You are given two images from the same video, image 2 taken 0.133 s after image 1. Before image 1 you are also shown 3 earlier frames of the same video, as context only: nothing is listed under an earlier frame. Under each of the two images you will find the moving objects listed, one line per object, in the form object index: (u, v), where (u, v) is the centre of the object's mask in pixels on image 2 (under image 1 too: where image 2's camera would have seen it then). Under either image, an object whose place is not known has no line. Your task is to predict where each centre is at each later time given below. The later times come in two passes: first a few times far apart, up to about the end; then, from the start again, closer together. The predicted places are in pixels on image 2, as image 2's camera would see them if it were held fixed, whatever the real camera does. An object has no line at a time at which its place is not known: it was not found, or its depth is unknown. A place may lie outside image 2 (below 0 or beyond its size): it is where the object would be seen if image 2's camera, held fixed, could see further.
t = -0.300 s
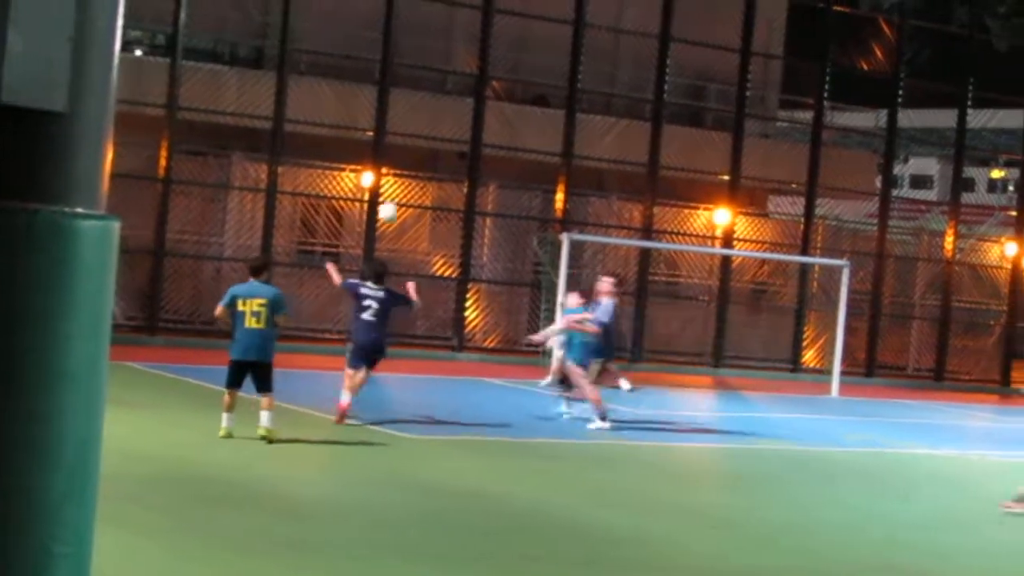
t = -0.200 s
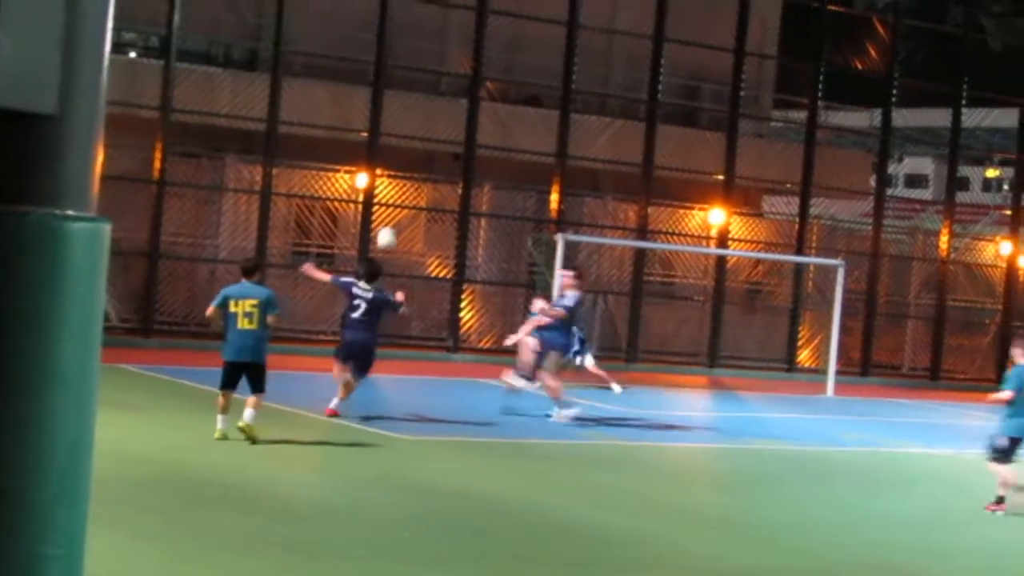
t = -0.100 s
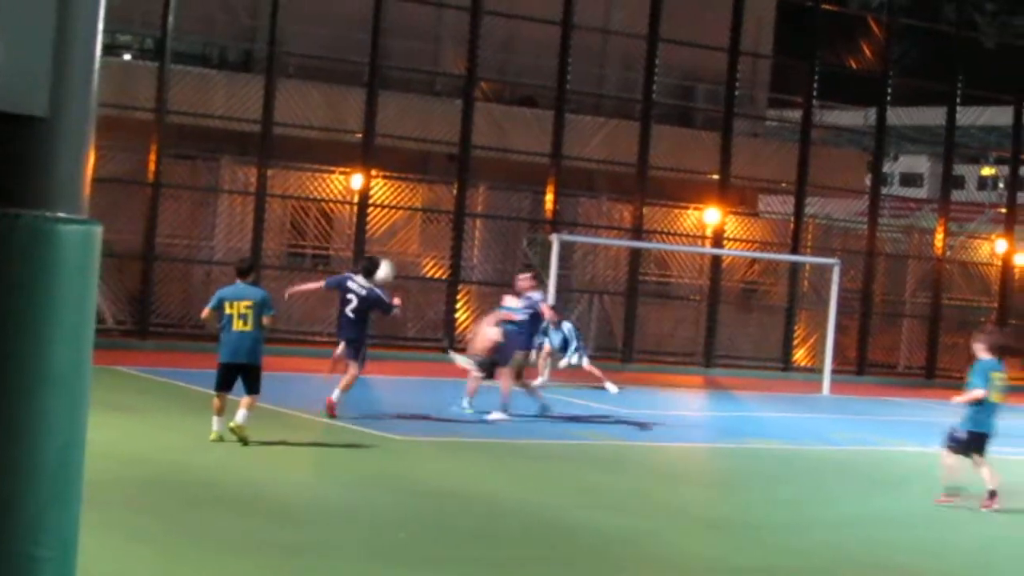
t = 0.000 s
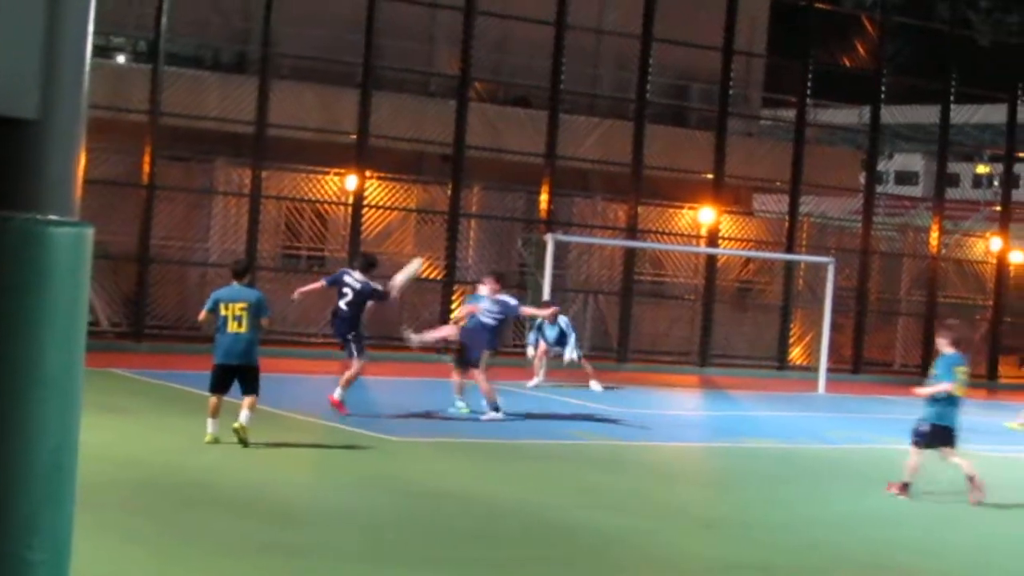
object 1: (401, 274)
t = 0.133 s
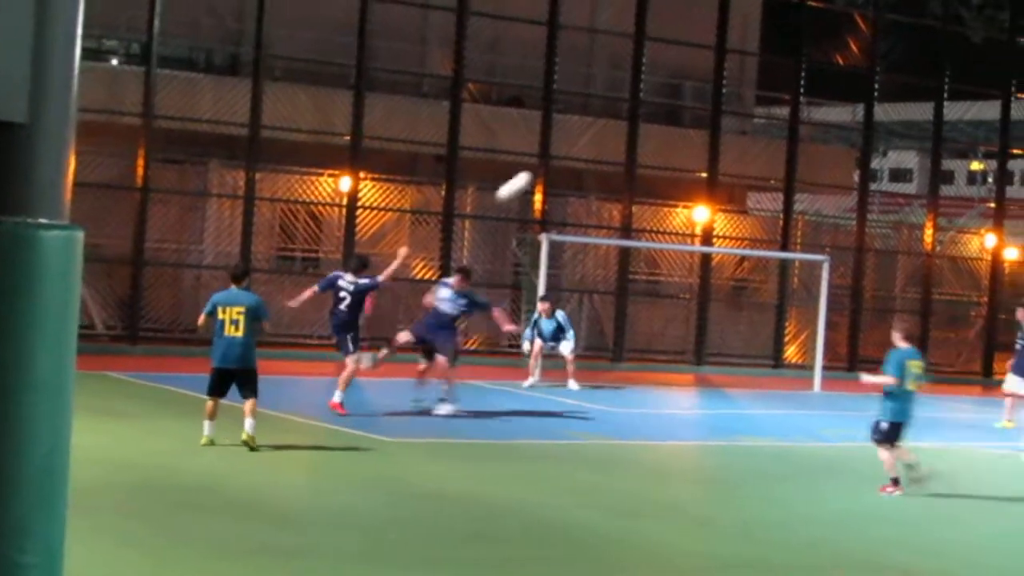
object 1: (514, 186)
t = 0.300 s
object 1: (644, 108)
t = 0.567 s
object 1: (830, 43)
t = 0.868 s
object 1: (1016, 49)
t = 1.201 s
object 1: (1143, 142)
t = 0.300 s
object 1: (644, 108)
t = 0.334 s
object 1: (668, 95)
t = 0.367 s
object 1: (692, 85)
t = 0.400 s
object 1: (716, 76)
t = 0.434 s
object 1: (738, 67)
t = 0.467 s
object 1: (762, 60)
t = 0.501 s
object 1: (785, 54)
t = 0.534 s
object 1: (807, 48)
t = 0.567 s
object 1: (830, 43)
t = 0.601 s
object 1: (853, 40)
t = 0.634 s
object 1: (876, 37)
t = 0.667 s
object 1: (897, 36)
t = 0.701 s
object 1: (918, 36)
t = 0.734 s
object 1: (940, 36)
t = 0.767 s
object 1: (960, 38)
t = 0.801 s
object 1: (984, 41)
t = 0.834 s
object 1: (999, 44)
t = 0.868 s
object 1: (1016, 49)
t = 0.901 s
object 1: (1031, 54)
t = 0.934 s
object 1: (1046, 61)
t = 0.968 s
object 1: (1060, 67)
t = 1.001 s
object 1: (1074, 76)
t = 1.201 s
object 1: (1143, 142)
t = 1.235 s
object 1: (1151, 157)
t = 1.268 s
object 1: (1159, 170)
